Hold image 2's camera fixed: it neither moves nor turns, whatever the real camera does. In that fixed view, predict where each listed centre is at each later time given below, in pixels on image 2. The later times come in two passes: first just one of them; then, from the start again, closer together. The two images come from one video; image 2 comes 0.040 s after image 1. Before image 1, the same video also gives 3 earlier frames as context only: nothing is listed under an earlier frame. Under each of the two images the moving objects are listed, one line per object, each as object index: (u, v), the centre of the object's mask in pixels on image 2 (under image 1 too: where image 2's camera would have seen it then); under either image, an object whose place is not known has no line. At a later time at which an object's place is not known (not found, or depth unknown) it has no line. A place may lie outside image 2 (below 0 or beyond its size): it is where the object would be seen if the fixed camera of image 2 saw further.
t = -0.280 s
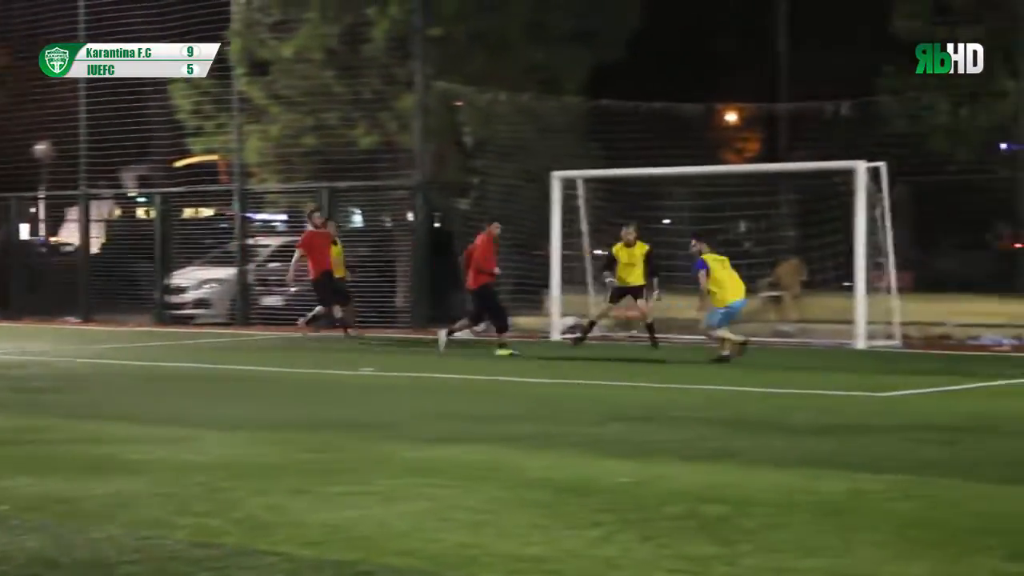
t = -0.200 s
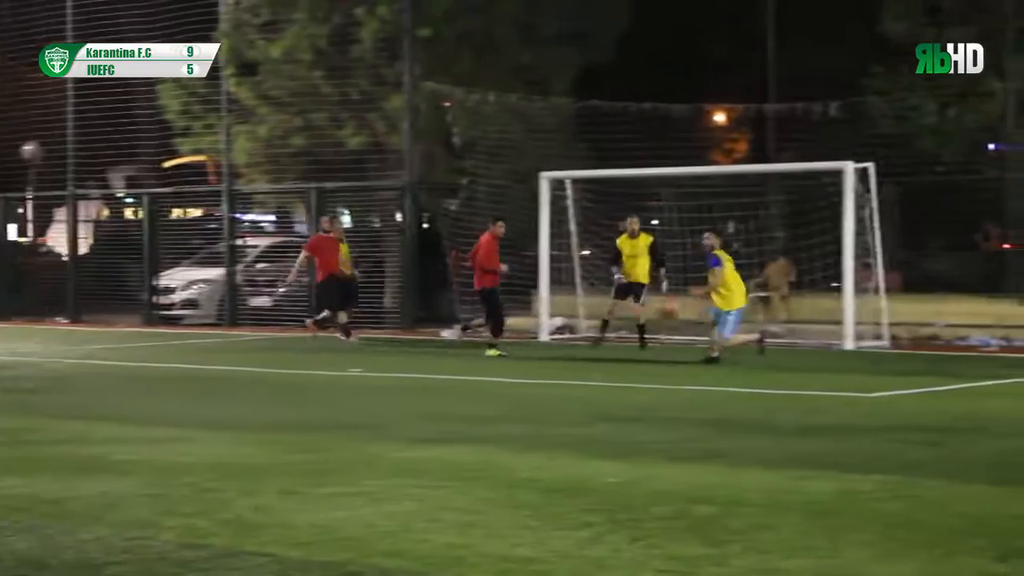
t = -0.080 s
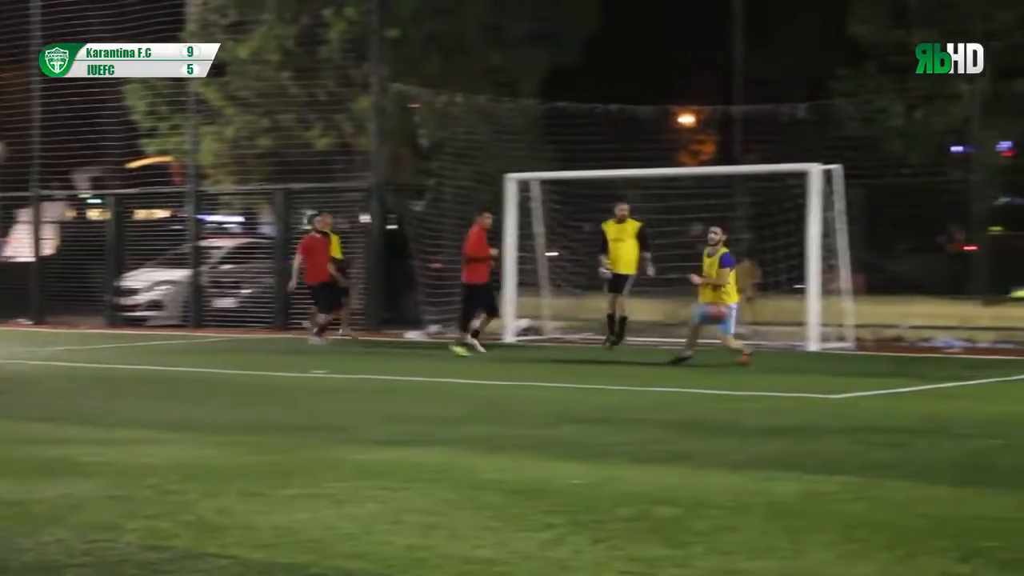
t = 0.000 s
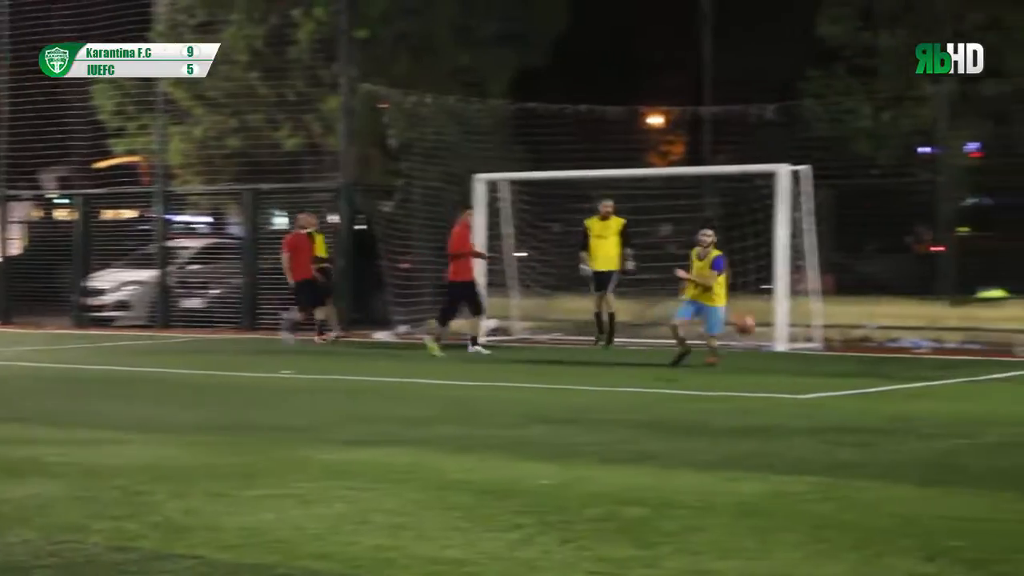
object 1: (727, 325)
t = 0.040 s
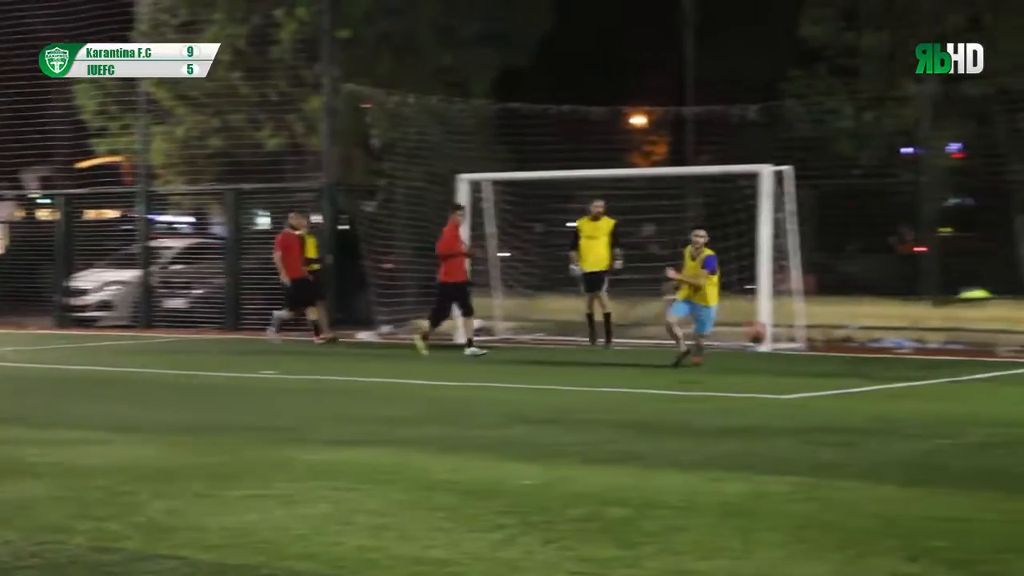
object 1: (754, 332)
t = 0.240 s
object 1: (915, 367)
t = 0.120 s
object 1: (820, 356)
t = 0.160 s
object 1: (849, 370)
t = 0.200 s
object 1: (883, 374)
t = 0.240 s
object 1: (915, 367)
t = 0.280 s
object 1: (949, 357)
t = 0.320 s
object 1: (982, 353)
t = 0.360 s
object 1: (1017, 348)
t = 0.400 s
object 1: (1051, 347)
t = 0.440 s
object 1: (1088, 347)
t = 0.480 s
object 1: (1129, 350)
